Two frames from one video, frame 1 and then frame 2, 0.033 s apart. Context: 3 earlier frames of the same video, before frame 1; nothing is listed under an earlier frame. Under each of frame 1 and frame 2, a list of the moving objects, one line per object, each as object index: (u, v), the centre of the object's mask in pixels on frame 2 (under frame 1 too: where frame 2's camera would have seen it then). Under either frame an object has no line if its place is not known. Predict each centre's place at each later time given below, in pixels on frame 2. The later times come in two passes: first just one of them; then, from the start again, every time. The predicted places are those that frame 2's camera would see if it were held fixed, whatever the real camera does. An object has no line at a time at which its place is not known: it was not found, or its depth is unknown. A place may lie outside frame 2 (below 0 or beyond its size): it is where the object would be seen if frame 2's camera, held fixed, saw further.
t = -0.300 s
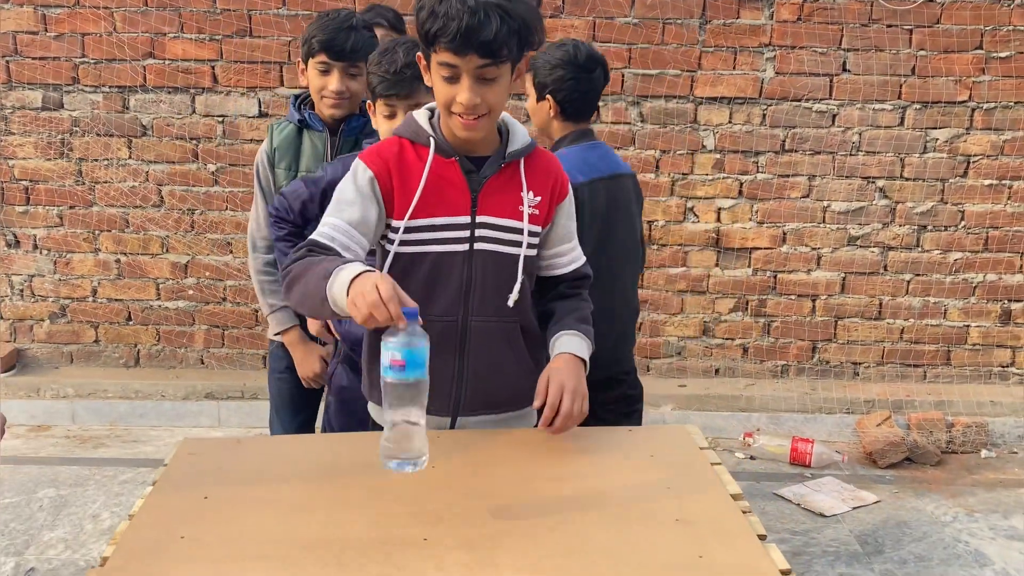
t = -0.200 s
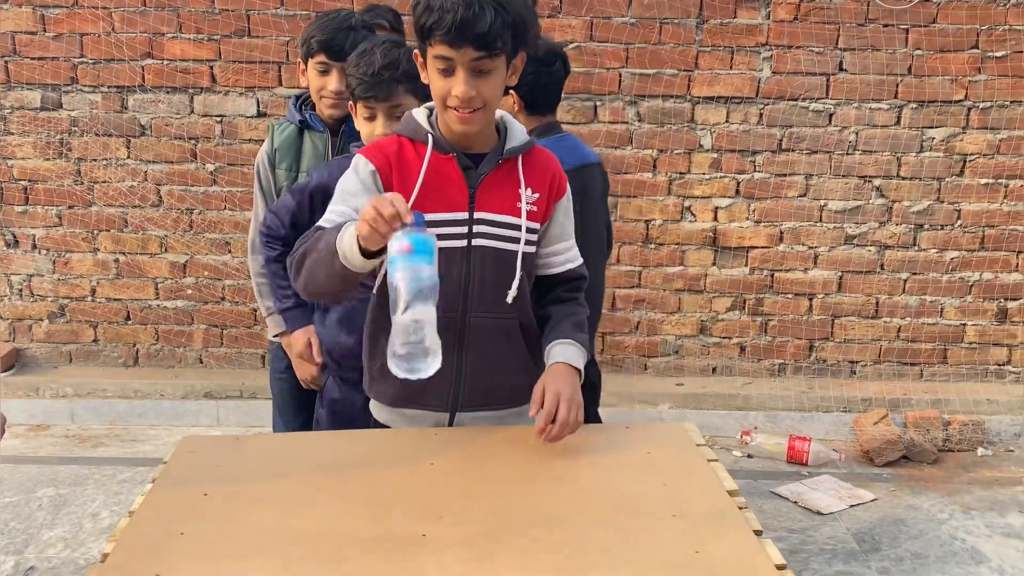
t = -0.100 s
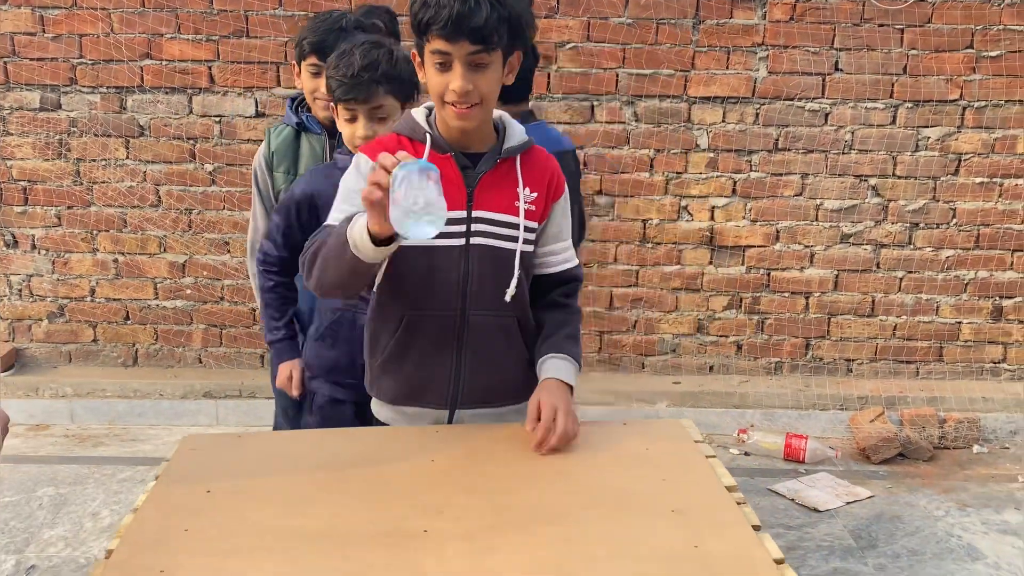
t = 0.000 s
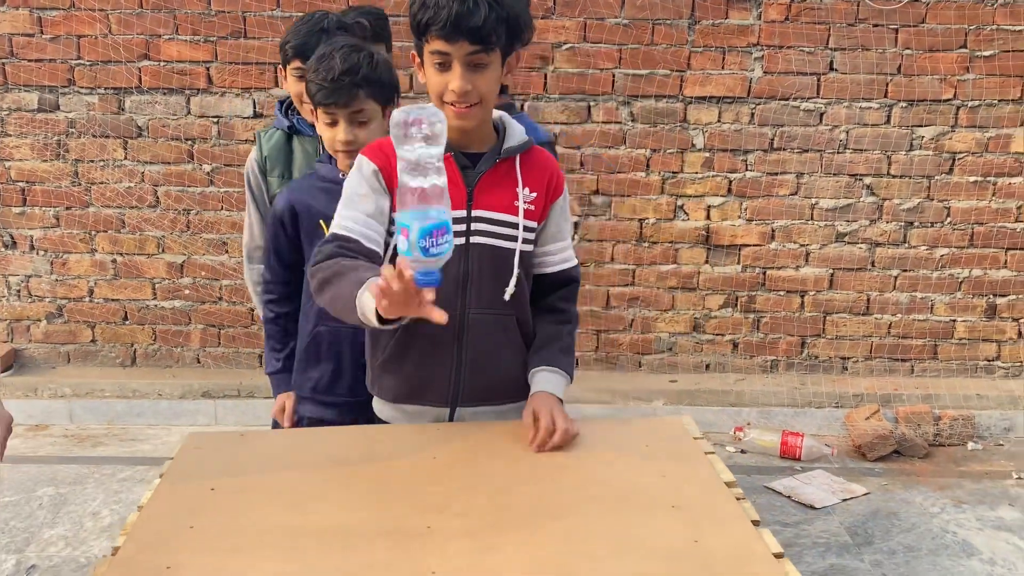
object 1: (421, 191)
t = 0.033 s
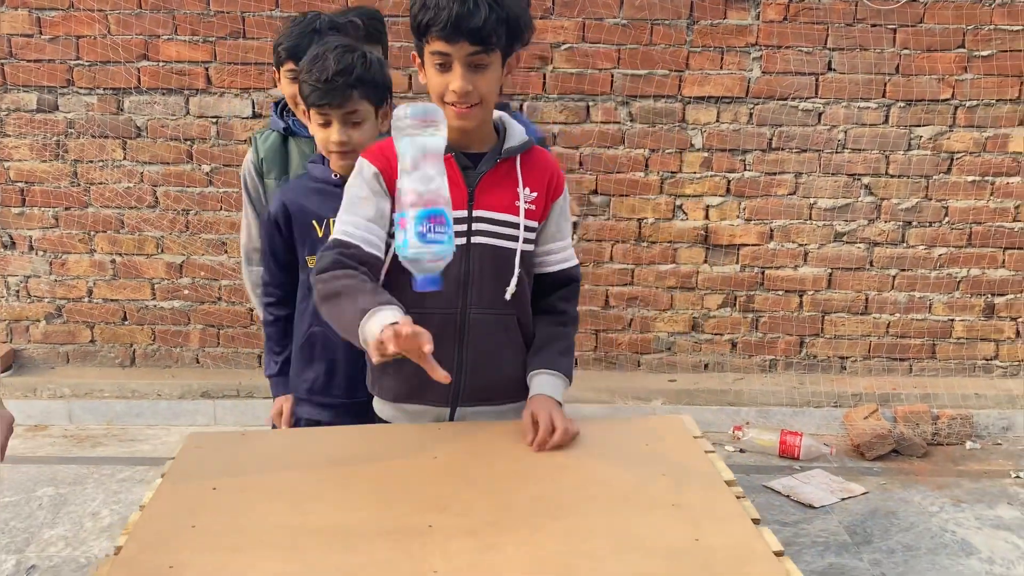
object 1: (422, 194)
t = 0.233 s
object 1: (433, 330)
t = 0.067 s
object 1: (422, 193)
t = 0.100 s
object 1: (423, 195)
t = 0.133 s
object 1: (426, 212)
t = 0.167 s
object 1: (428, 238)
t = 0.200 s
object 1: (430, 280)
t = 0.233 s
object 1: (433, 330)
